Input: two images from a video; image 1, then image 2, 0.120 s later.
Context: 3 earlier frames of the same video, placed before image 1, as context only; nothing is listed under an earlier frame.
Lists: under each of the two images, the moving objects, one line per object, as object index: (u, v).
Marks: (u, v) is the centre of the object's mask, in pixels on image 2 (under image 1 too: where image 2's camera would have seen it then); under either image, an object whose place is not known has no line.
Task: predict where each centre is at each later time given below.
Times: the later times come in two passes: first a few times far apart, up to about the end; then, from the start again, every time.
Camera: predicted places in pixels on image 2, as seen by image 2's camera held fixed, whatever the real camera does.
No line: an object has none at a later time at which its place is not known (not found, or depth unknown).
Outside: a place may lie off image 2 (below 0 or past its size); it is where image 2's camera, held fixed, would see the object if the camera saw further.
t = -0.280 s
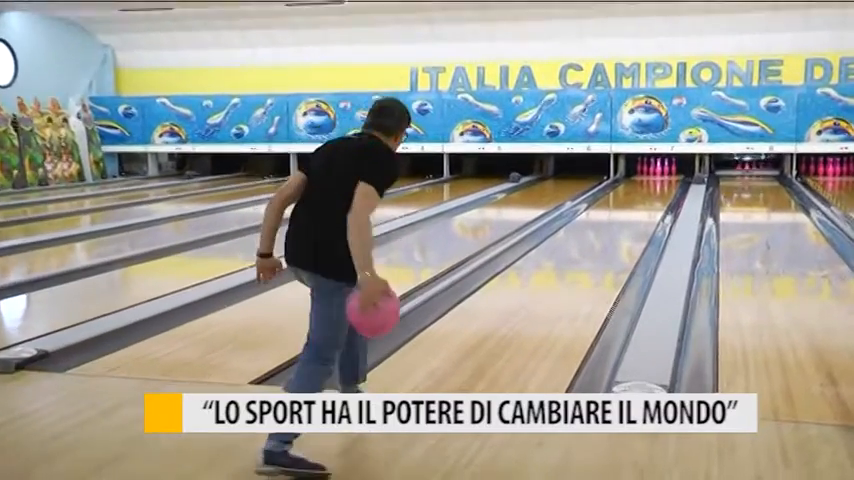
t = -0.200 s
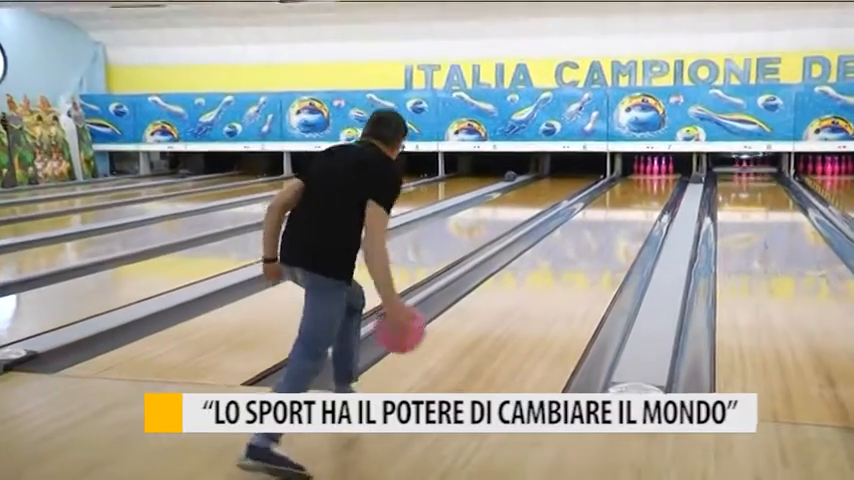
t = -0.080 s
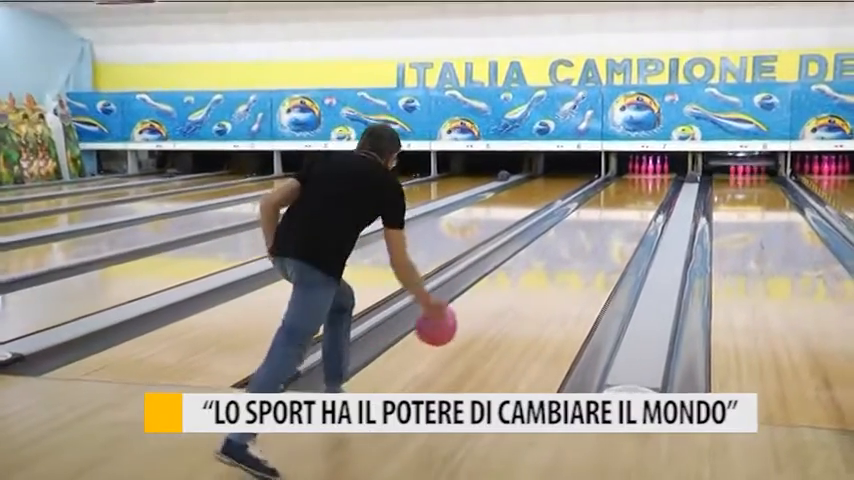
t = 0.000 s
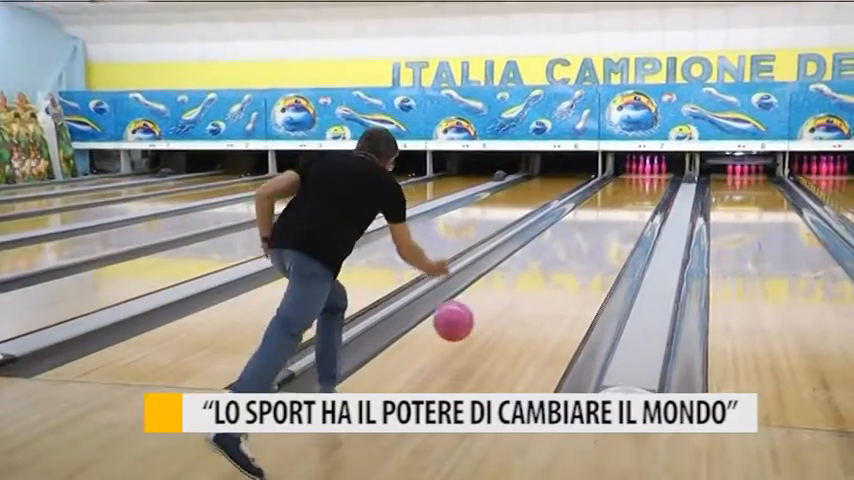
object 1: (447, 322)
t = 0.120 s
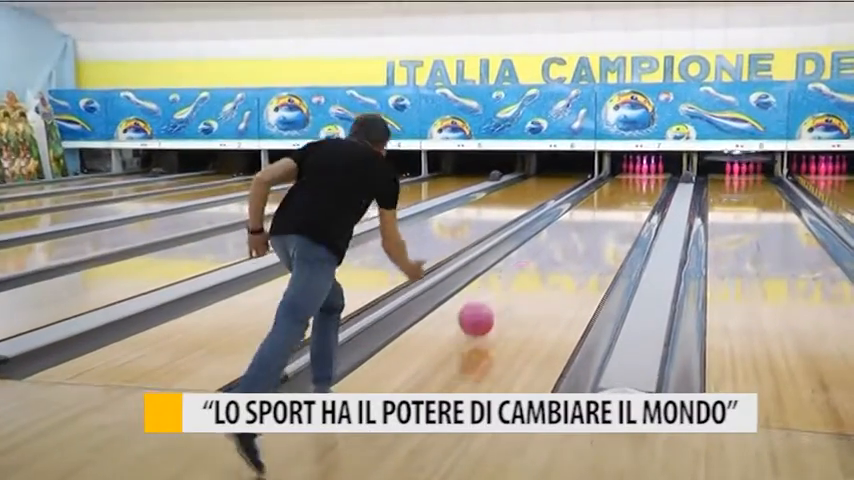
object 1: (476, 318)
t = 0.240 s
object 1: (496, 294)
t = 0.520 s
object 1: (531, 268)
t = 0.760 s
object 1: (550, 248)
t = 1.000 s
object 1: (563, 233)
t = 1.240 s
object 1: (572, 221)
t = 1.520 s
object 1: (578, 212)
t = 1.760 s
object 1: (581, 205)
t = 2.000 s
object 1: (584, 200)
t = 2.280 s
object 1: (585, 197)
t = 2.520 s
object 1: (591, 194)
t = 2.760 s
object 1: (597, 190)
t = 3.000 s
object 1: (602, 187)
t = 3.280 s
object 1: (608, 185)
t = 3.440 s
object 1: (610, 185)
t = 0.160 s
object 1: (483, 308)
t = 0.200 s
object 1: (490, 299)
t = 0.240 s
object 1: (496, 294)
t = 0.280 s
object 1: (502, 291)
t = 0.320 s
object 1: (508, 290)
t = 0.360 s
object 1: (513, 284)
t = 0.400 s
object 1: (518, 278)
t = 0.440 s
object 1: (523, 276)
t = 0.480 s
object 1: (527, 272)
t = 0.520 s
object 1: (531, 268)
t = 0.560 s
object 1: (534, 264)
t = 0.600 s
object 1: (538, 260)
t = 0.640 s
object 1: (541, 258)
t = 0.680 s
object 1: (544, 254)
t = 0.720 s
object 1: (547, 251)
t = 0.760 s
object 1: (550, 248)
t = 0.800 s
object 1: (553, 245)
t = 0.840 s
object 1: (555, 242)
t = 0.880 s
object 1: (557, 240)
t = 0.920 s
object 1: (559, 239)
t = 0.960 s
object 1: (561, 236)
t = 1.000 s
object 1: (563, 233)
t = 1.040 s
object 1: (564, 231)
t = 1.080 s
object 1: (566, 229)
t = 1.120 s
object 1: (568, 227)
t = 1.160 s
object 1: (568, 225)
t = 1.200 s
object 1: (570, 224)
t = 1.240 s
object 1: (572, 221)
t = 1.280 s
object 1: (573, 220)
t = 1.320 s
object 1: (574, 218)
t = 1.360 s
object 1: (574, 217)
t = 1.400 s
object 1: (575, 216)
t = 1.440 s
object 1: (575, 215)
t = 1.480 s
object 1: (578, 213)
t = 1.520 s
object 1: (578, 212)
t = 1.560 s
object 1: (579, 211)
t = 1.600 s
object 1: (579, 209)
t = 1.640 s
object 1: (580, 208)
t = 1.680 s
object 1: (580, 207)
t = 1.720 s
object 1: (581, 206)
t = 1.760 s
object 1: (581, 205)
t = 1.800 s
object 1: (582, 204)
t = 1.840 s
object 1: (582, 203)
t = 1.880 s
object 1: (583, 202)
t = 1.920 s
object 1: (583, 201)
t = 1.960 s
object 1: (583, 201)
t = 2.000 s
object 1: (584, 200)
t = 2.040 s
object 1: (584, 199)
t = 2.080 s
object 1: (584, 199)
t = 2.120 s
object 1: (584, 198)
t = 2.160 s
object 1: (584, 198)
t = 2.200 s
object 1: (584, 198)
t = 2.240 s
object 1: (583, 198)
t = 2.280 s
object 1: (585, 197)
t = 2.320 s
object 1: (586, 197)
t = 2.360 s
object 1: (588, 196)
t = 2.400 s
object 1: (588, 196)
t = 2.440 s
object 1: (589, 195)
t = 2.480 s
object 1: (590, 195)
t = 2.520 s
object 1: (591, 194)
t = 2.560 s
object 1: (592, 193)
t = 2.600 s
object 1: (593, 192)
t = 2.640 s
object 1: (594, 192)
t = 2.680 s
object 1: (596, 191)
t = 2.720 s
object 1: (597, 191)
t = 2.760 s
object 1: (597, 190)
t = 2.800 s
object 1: (599, 190)
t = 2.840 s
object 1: (600, 189)
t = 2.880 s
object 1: (600, 189)
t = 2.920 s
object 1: (601, 188)
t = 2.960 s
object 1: (602, 188)
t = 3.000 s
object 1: (602, 187)
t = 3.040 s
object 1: (603, 187)
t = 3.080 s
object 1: (604, 187)
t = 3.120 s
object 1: (605, 186)
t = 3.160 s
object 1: (606, 186)
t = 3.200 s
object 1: (607, 185)
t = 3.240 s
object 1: (607, 185)
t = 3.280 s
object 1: (608, 185)
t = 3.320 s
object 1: (609, 185)
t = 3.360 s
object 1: (609, 185)
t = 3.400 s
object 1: (611, 184)
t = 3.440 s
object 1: (610, 185)
